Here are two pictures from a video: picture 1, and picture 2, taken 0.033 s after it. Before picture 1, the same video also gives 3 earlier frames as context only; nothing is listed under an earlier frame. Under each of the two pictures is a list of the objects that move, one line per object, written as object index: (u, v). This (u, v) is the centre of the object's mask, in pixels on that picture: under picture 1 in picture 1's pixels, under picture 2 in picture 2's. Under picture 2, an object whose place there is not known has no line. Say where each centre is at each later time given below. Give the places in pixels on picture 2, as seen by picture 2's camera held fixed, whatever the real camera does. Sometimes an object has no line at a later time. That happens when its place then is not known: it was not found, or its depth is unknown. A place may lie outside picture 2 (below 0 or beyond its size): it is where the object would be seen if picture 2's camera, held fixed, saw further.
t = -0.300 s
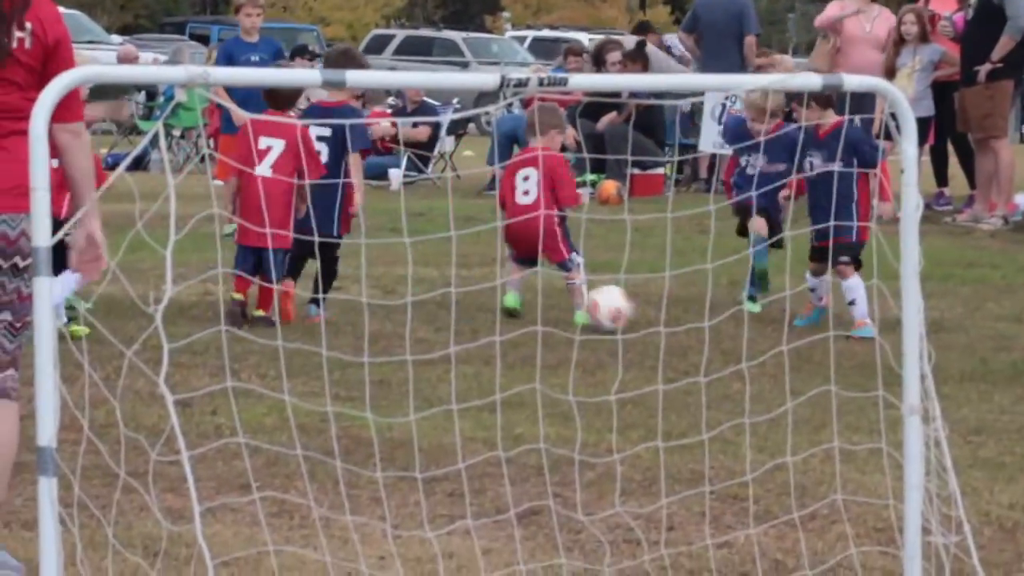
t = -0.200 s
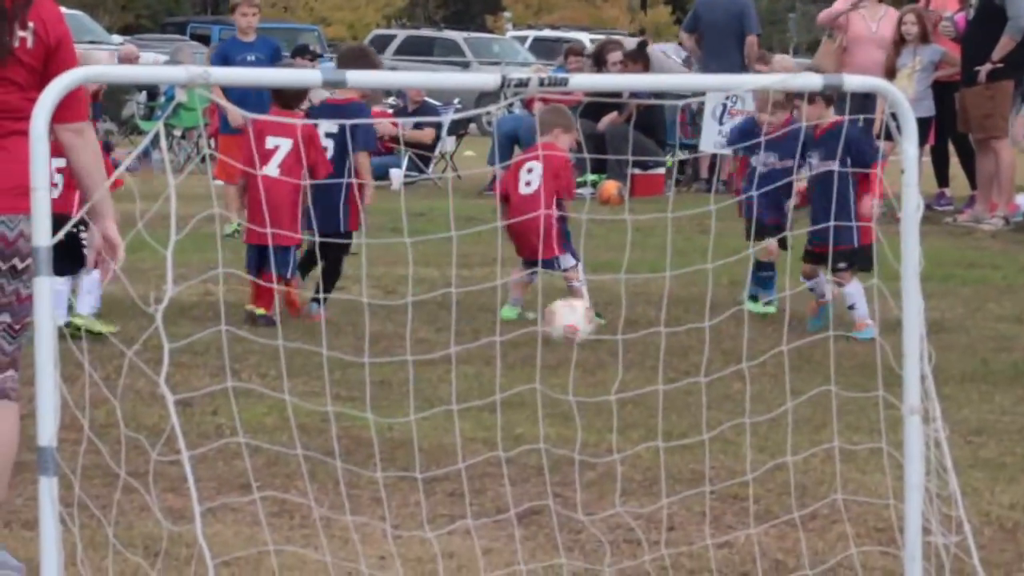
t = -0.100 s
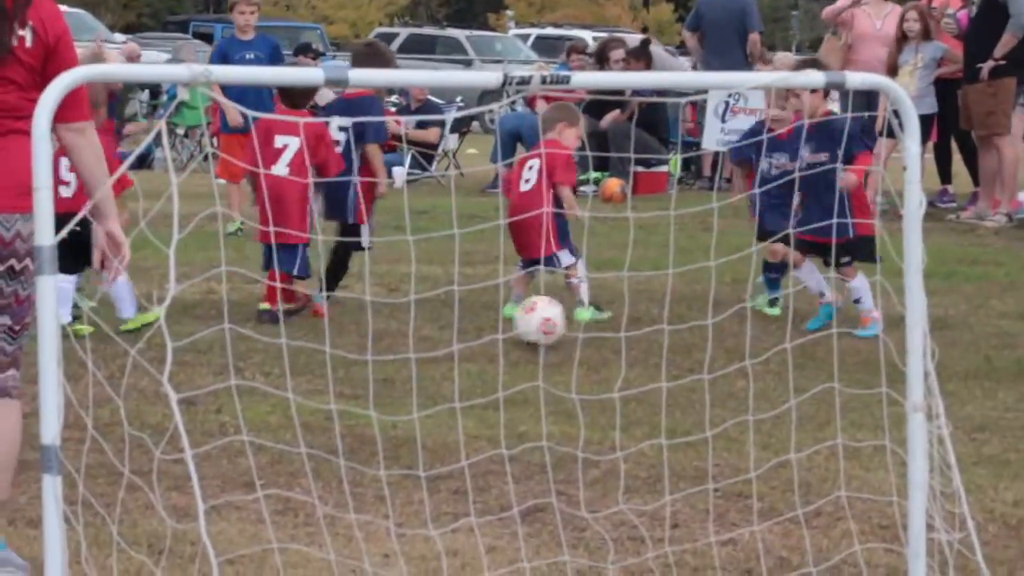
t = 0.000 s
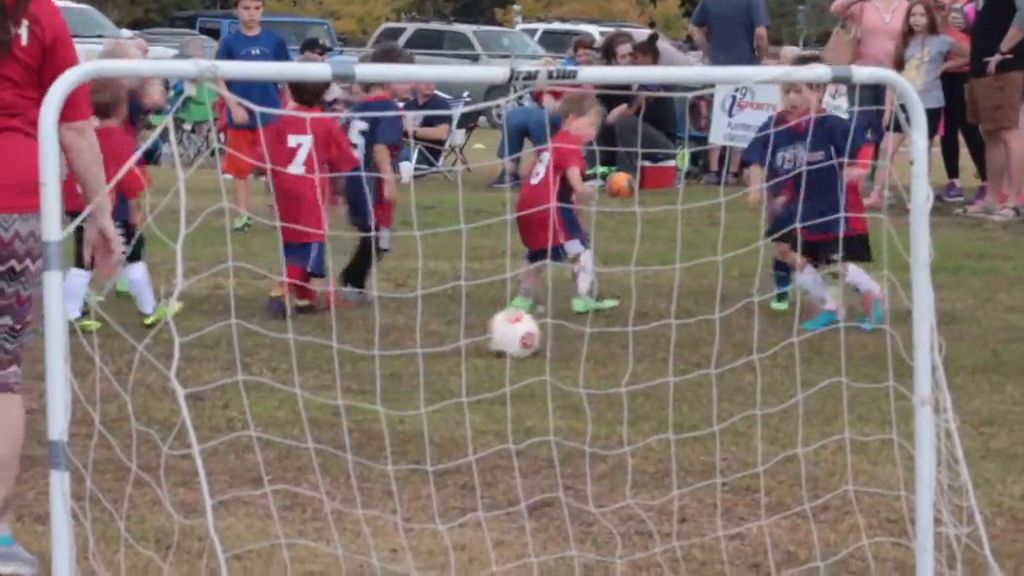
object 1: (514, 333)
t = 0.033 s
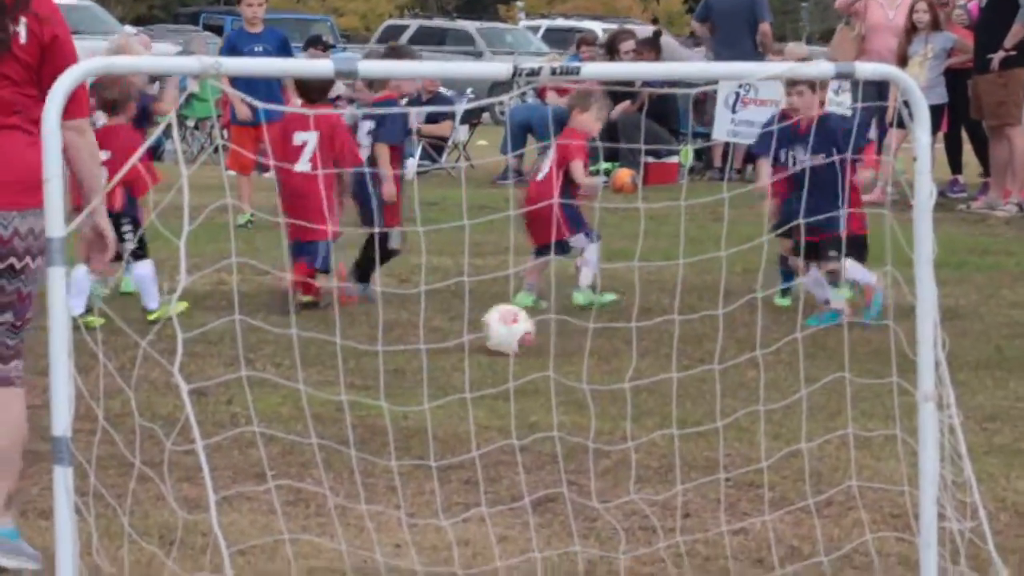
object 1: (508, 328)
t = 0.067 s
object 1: (499, 332)
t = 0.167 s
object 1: (478, 337)
